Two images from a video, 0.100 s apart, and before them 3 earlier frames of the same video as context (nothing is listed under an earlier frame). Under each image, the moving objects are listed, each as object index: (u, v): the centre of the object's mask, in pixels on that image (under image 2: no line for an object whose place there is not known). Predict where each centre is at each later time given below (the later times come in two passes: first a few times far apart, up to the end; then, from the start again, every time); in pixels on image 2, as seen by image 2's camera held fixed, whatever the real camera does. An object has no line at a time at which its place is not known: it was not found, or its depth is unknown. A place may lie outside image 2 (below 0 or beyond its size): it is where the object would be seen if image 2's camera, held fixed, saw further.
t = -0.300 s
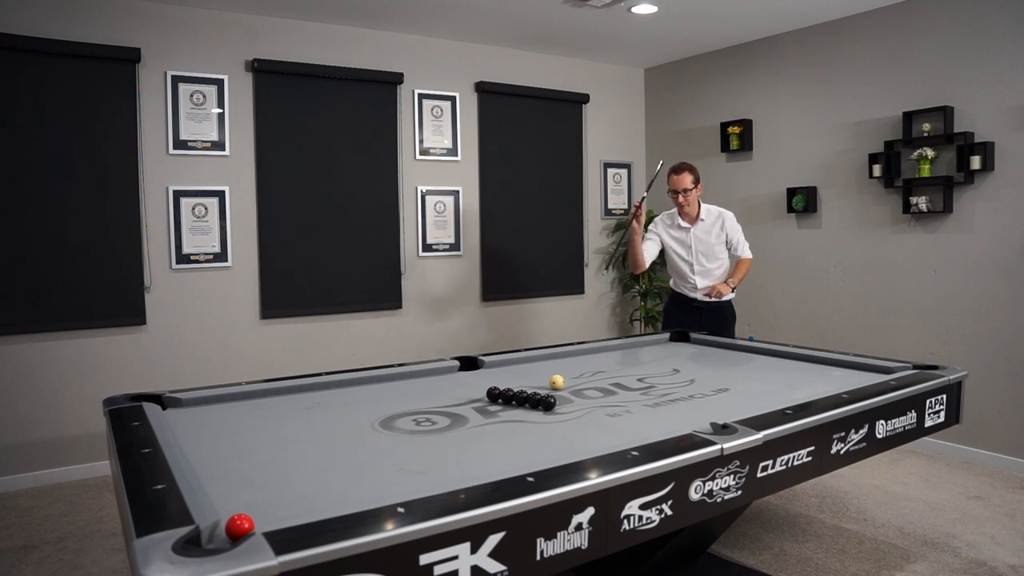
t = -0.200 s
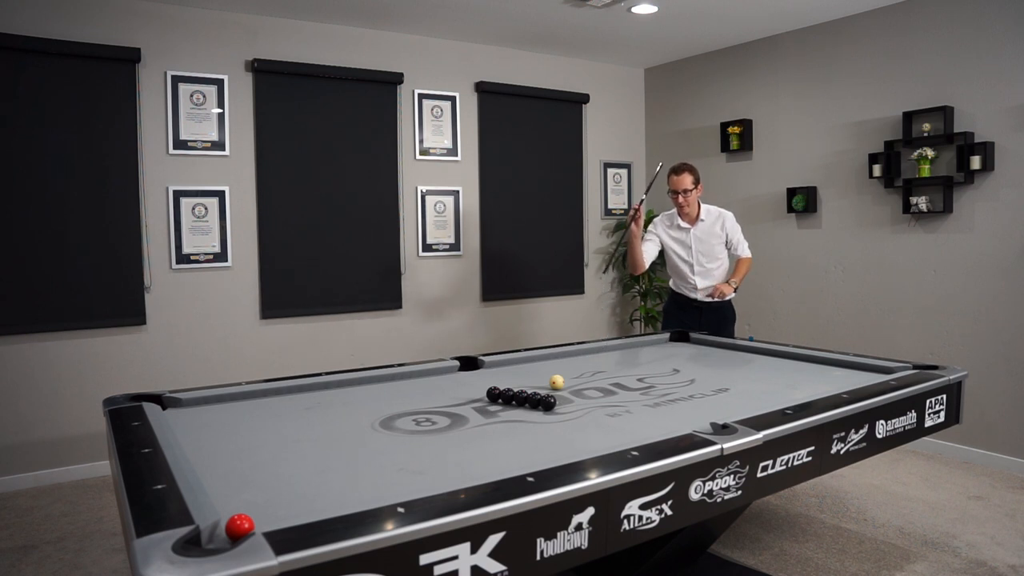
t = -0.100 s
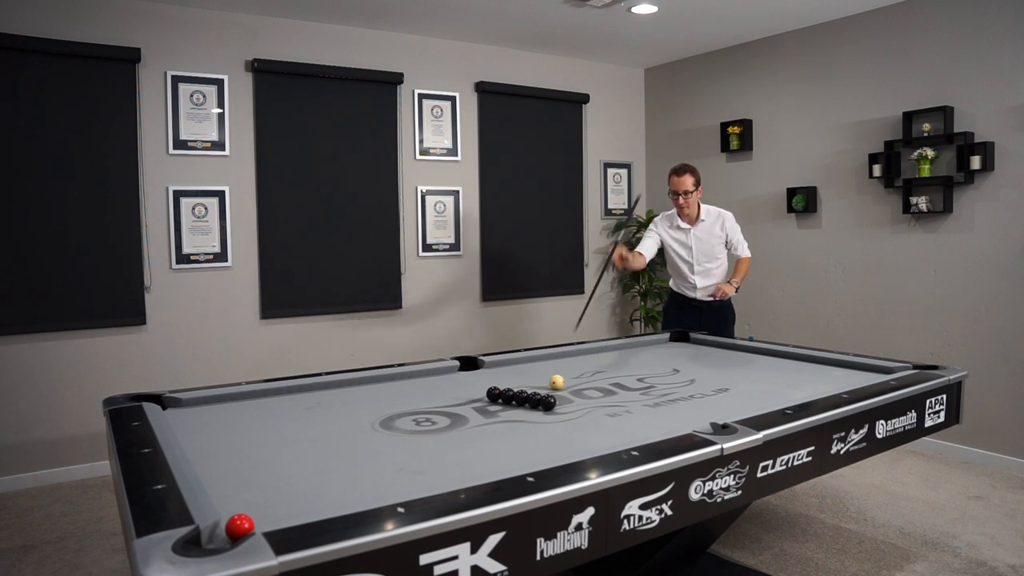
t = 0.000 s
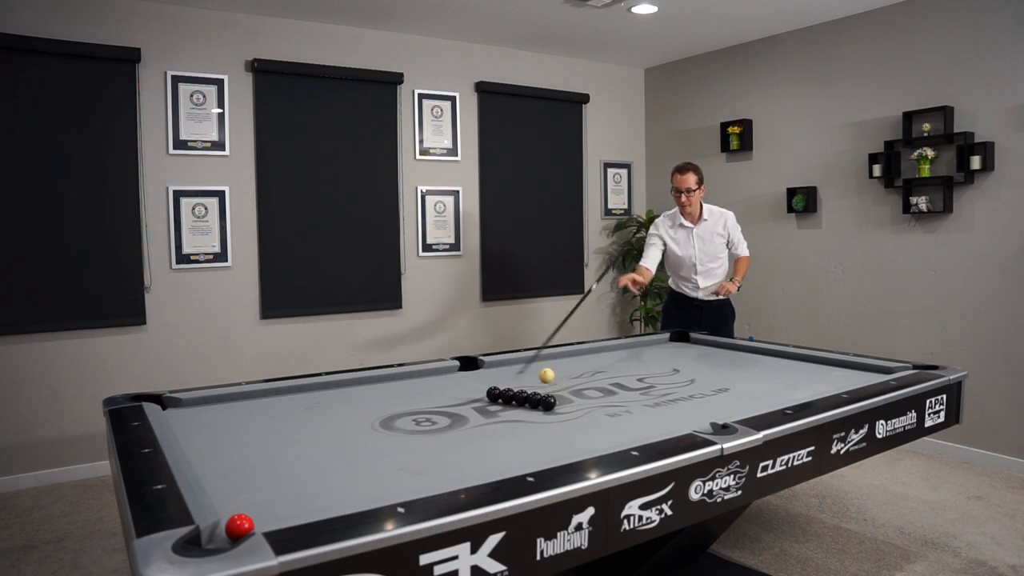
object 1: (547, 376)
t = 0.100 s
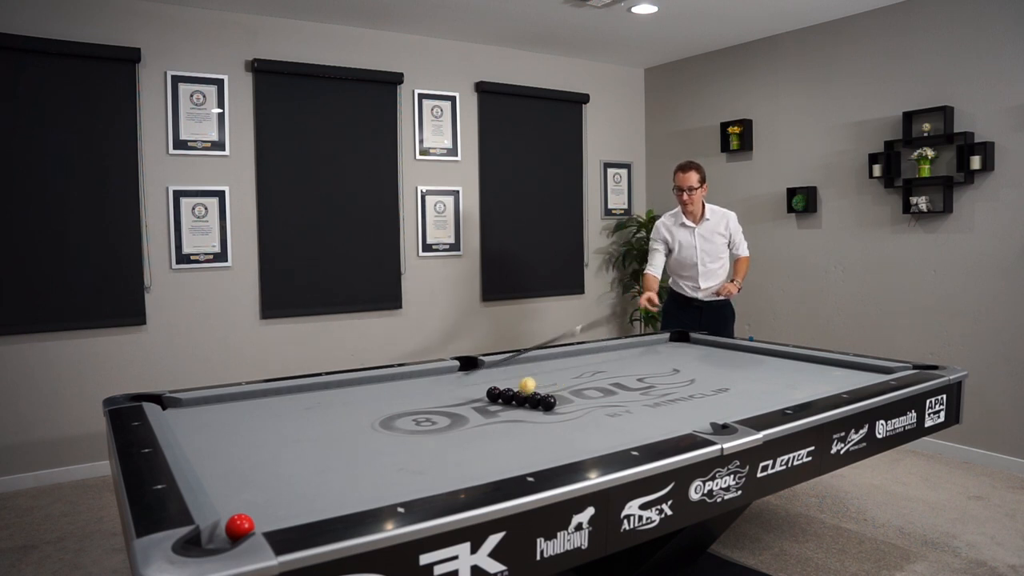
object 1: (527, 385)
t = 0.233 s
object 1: (495, 418)
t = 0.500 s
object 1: (397, 481)
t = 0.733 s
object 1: (246, 506)
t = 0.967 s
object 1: (299, 473)
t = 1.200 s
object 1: (340, 446)
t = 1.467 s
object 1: (376, 421)
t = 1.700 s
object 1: (400, 404)
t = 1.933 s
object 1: (421, 390)
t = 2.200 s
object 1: (440, 377)
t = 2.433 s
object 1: (458, 368)
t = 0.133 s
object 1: (520, 396)
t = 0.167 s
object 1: (513, 410)
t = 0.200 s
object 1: (503, 416)
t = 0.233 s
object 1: (495, 418)
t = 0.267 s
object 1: (485, 424)
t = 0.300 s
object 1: (475, 435)
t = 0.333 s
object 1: (464, 442)
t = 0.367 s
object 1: (452, 449)
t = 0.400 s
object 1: (440, 456)
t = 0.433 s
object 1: (426, 464)
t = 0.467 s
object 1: (412, 472)
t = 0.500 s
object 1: (397, 481)
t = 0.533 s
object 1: (382, 488)
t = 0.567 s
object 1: (365, 495)
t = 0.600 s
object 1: (343, 501)
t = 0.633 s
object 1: (319, 503)
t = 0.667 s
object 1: (295, 505)
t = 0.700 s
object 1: (269, 508)
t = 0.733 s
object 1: (246, 506)
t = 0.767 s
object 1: (233, 506)
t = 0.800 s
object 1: (249, 500)
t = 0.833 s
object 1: (261, 494)
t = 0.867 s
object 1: (273, 488)
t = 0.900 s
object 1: (283, 483)
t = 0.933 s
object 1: (292, 478)
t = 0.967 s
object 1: (299, 473)
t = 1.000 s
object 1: (305, 469)
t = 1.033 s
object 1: (311, 465)
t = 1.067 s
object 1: (318, 461)
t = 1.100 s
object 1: (323, 457)
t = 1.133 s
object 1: (329, 453)
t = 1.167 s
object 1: (335, 450)
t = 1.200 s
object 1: (340, 446)
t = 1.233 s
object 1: (345, 443)
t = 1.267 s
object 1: (349, 439)
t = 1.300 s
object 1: (354, 436)
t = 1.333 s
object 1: (359, 433)
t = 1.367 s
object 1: (363, 430)
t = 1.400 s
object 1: (367, 427)
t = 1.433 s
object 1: (372, 424)
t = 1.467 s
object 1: (376, 421)
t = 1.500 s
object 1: (380, 419)
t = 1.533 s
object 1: (383, 416)
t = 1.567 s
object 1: (387, 414)
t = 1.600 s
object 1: (391, 411)
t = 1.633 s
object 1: (394, 409)
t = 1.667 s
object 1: (397, 406)
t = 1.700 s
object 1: (400, 404)
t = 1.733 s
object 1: (404, 402)
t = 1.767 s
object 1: (407, 400)
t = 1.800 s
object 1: (410, 398)
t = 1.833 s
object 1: (412, 396)
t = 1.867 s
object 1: (415, 394)
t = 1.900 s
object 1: (418, 392)
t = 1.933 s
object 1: (421, 390)
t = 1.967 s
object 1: (424, 388)
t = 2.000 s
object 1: (426, 387)
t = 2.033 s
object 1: (429, 385)
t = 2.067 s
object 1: (431, 383)
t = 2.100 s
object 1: (434, 382)
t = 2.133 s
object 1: (436, 380)
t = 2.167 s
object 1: (438, 378)
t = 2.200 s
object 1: (440, 377)
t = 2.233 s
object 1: (442, 375)
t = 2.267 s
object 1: (445, 374)
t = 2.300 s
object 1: (447, 372)
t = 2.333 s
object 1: (449, 371)
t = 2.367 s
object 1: (451, 370)
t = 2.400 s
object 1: (453, 368)
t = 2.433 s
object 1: (458, 368)
